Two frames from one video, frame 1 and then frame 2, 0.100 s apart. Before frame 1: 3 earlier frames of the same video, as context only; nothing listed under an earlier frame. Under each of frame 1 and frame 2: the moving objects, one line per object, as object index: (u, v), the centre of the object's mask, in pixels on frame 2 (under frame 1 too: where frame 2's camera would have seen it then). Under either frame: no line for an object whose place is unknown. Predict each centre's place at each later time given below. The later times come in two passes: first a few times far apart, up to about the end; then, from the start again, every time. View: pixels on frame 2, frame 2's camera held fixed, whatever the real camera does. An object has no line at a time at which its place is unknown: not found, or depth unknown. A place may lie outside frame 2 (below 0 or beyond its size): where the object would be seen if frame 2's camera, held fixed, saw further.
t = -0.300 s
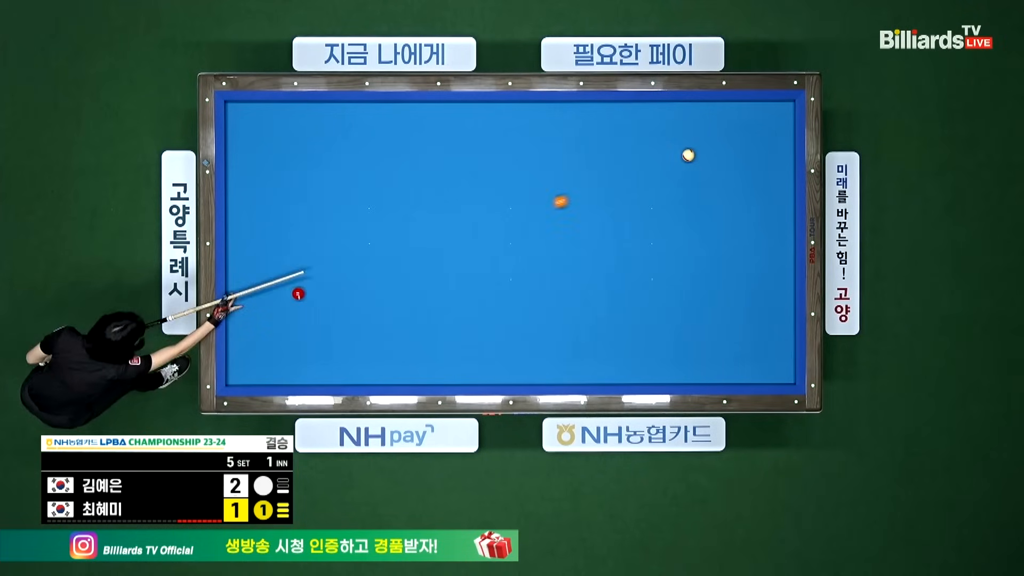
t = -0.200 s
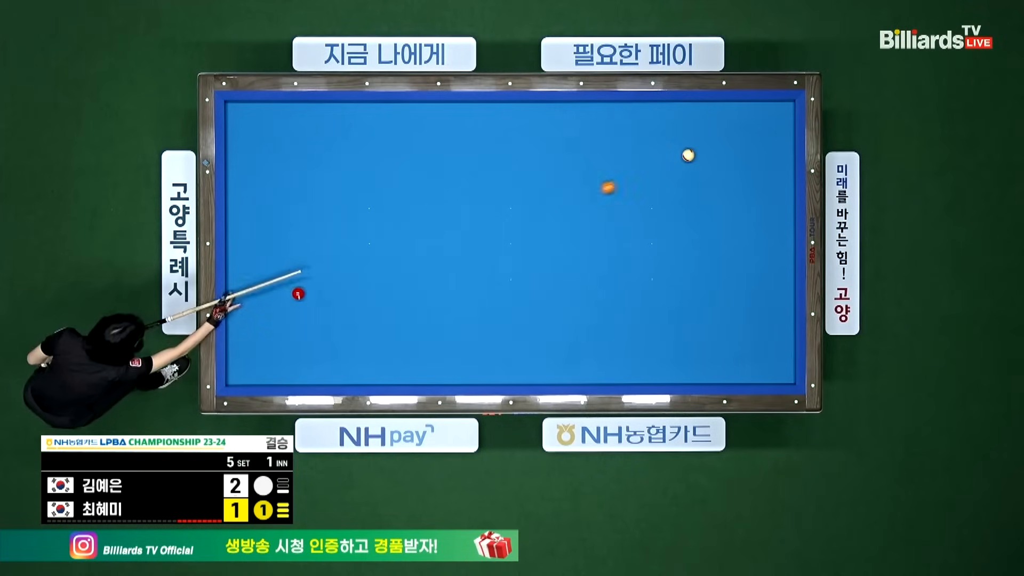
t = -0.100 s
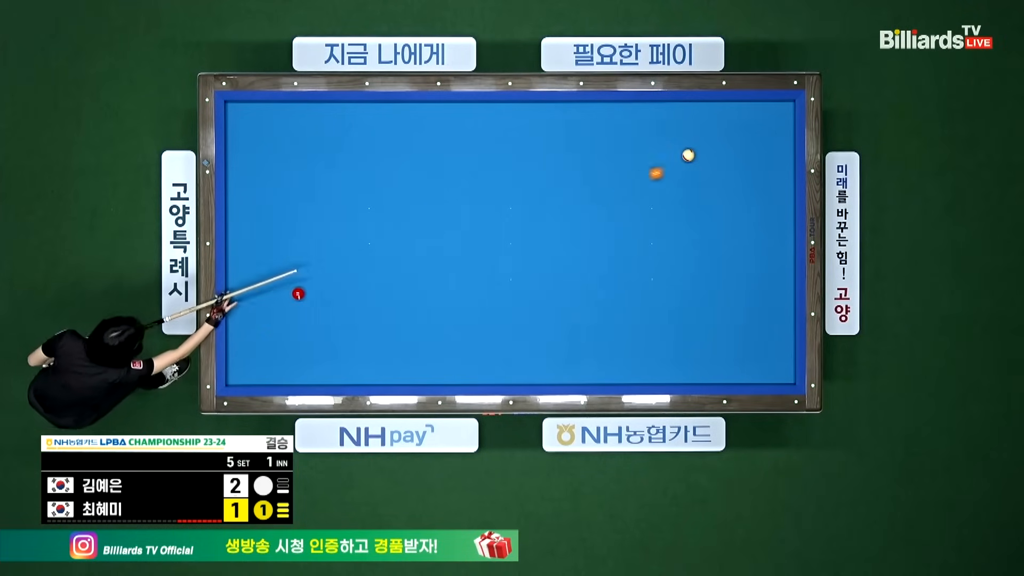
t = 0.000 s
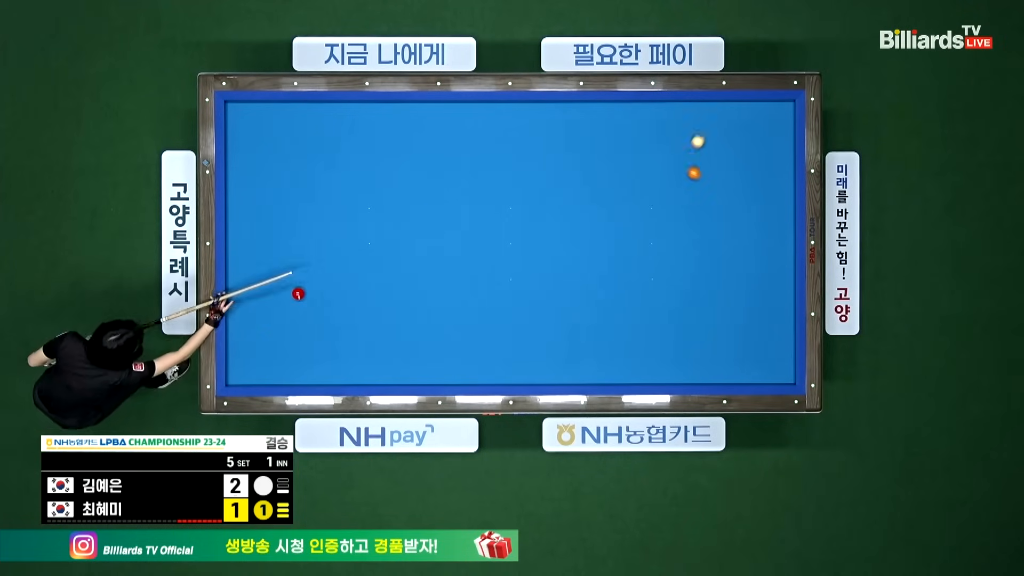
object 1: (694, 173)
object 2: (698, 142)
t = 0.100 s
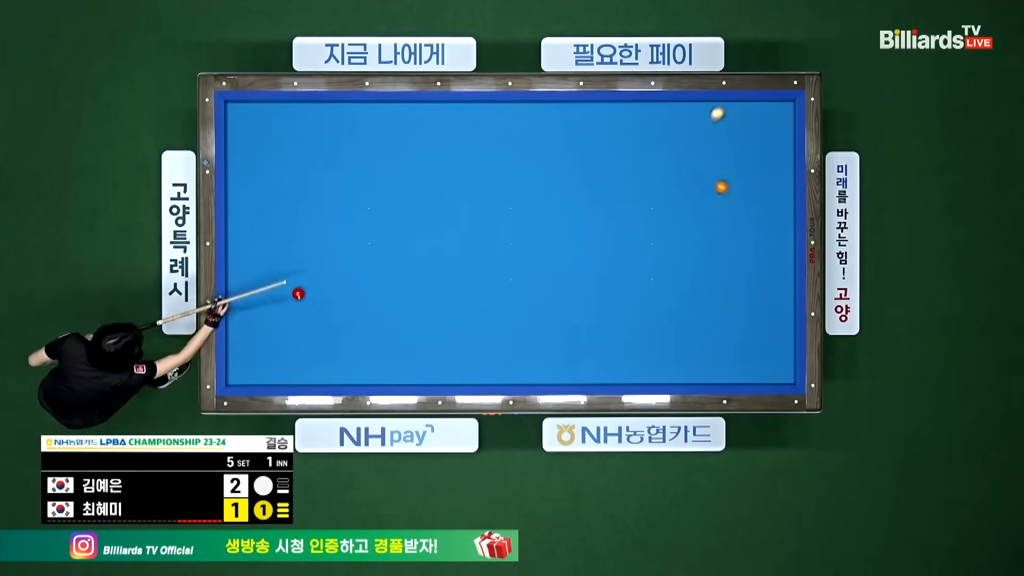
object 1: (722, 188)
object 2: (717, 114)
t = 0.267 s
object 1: (772, 205)
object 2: (738, 131)
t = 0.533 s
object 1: (739, 223)
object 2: (765, 171)
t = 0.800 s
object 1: (690, 240)
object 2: (788, 210)
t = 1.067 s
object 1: (644, 257)
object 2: (773, 246)
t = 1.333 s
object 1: (598, 274)
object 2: (759, 281)
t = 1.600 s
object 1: (553, 290)
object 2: (746, 316)
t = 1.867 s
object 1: (509, 306)
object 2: (733, 350)
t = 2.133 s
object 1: (465, 322)
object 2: (719, 376)
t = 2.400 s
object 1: (423, 337)
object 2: (701, 356)
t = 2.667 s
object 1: (380, 353)
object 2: (684, 338)
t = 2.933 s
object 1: (339, 368)
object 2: (668, 321)
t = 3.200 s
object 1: (299, 379)
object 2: (652, 304)
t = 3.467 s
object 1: (264, 371)
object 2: (636, 288)
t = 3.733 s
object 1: (233, 363)
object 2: (620, 272)
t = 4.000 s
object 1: (255, 352)
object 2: (605, 256)
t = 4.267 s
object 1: (274, 341)
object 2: (591, 241)
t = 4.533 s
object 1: (293, 331)
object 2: (577, 227)
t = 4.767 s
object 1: (309, 323)
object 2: (565, 214)
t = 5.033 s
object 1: (326, 313)
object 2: (552, 201)
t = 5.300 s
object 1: (343, 303)
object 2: (538, 188)
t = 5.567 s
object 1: (360, 294)
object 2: (526, 175)
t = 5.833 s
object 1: (375, 285)
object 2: (514, 163)
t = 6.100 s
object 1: (391, 277)
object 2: (502, 151)
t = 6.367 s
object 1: (406, 268)
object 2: (491, 140)
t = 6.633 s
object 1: (420, 260)
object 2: (480, 129)
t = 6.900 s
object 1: (434, 252)
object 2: (470, 118)
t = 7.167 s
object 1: (447, 245)
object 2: (460, 109)
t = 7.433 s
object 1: (460, 237)
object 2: (453, 111)
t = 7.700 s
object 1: (472, 231)
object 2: (446, 116)
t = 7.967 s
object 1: (484, 224)
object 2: (440, 121)
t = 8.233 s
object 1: (495, 218)
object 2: (435, 125)
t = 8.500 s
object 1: (505, 211)
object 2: (431, 129)
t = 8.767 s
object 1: (515, 206)
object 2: (426, 132)
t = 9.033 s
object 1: (525, 200)
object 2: (422, 135)
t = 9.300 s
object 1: (534, 195)
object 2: (419, 138)
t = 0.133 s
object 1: (731, 191)
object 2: (723, 106)
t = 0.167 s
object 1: (741, 195)
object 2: (727, 112)
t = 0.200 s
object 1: (751, 199)
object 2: (731, 119)
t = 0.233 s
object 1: (761, 202)
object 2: (735, 125)
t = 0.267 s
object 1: (772, 205)
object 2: (738, 131)
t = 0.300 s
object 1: (782, 208)
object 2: (742, 137)
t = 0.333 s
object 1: (788, 210)
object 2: (745, 142)
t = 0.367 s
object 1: (779, 212)
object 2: (749, 147)
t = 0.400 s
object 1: (770, 215)
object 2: (752, 152)
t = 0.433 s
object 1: (762, 217)
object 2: (755, 157)
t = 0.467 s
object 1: (754, 219)
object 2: (758, 161)
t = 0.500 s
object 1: (746, 221)
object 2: (762, 167)
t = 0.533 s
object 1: (739, 223)
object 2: (765, 171)
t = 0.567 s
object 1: (732, 225)
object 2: (768, 176)
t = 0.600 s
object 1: (725, 228)
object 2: (771, 181)
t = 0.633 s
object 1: (719, 229)
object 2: (774, 186)
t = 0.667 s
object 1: (713, 232)
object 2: (777, 191)
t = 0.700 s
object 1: (707, 234)
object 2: (781, 196)
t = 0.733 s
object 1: (702, 236)
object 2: (784, 200)
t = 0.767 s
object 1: (696, 238)
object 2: (787, 206)
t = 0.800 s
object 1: (690, 240)
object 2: (788, 210)
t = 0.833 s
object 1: (684, 242)
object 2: (786, 214)
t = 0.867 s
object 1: (678, 245)
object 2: (784, 219)
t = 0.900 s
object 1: (672, 246)
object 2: (782, 224)
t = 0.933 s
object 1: (667, 248)
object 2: (780, 228)
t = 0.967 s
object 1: (661, 251)
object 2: (778, 233)
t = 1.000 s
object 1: (655, 253)
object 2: (777, 237)
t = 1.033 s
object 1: (649, 255)
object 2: (775, 242)
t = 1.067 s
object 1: (644, 257)
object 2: (773, 246)
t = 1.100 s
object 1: (638, 259)
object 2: (771, 250)
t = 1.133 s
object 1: (632, 261)
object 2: (769, 255)
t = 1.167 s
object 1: (627, 264)
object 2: (768, 259)
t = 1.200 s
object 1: (621, 265)
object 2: (766, 264)
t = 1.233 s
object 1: (615, 268)
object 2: (764, 268)
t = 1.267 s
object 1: (609, 269)
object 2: (762, 273)
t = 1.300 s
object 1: (604, 272)
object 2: (761, 277)
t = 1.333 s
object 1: (598, 274)
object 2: (759, 281)
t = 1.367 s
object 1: (592, 276)
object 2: (758, 286)
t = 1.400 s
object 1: (587, 278)
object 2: (756, 290)
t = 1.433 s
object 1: (581, 280)
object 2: (754, 294)
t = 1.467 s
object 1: (575, 282)
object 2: (752, 299)
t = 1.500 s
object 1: (570, 284)
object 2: (751, 303)
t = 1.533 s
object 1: (564, 286)
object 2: (749, 307)
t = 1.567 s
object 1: (559, 288)
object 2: (747, 312)
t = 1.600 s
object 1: (553, 290)
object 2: (746, 316)
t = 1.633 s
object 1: (548, 292)
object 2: (744, 321)
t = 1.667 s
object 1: (542, 294)
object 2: (742, 325)
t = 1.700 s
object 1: (537, 296)
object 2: (741, 329)
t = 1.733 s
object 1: (531, 298)
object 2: (739, 333)
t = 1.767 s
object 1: (526, 300)
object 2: (738, 338)
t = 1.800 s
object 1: (520, 302)
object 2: (736, 342)
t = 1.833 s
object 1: (514, 304)
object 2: (734, 346)
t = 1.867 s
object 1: (509, 306)
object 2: (733, 350)
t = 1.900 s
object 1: (503, 308)
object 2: (731, 354)
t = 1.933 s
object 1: (498, 310)
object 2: (729, 359)
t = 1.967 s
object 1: (493, 312)
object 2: (728, 363)
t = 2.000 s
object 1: (487, 314)
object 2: (726, 367)
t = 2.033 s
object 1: (482, 316)
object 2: (724, 371)
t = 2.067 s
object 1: (476, 318)
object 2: (723, 375)
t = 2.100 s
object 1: (471, 320)
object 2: (721, 379)
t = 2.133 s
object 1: (465, 322)
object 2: (719, 376)
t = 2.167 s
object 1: (460, 324)
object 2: (717, 373)
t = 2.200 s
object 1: (455, 326)
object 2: (714, 370)
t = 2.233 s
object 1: (450, 328)
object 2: (712, 368)
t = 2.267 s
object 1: (444, 330)
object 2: (710, 365)
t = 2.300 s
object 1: (439, 332)
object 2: (708, 363)
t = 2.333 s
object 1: (433, 334)
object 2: (706, 361)
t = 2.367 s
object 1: (428, 336)
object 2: (704, 358)
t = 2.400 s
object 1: (423, 337)
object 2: (701, 356)
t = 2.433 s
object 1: (417, 339)
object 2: (699, 354)
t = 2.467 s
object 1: (412, 341)
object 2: (697, 352)
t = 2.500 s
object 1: (407, 343)
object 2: (695, 349)
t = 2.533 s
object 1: (401, 345)
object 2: (693, 347)
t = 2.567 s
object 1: (396, 347)
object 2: (691, 345)
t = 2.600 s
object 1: (391, 349)
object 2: (689, 343)
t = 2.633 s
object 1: (386, 351)
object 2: (687, 340)
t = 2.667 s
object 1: (380, 353)
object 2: (684, 338)
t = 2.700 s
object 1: (375, 355)
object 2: (682, 336)
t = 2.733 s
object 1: (370, 357)
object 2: (680, 334)
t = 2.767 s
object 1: (365, 359)
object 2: (678, 332)
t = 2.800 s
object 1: (359, 361)
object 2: (676, 330)
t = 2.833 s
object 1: (354, 362)
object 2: (674, 328)
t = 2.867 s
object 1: (349, 364)
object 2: (672, 325)
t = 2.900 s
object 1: (344, 366)
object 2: (670, 323)
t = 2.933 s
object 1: (339, 368)
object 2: (668, 321)
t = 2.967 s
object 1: (334, 370)
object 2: (666, 319)
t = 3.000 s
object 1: (329, 372)
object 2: (664, 317)
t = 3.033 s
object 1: (324, 374)
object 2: (662, 315)
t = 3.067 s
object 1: (319, 375)
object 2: (660, 312)
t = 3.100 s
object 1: (314, 378)
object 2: (657, 310)
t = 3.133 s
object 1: (308, 379)
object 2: (656, 308)
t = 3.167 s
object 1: (303, 380)
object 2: (654, 306)
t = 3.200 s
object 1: (299, 379)
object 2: (652, 304)
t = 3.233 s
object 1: (295, 378)
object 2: (650, 302)
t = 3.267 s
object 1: (290, 377)
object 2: (647, 300)
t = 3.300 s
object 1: (286, 376)
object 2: (646, 298)
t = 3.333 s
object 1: (281, 375)
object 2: (644, 296)
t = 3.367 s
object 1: (277, 373)
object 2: (642, 294)
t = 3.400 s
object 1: (273, 372)
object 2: (640, 292)
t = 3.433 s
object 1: (268, 372)
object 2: (638, 290)
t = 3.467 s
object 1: (264, 371)
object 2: (636, 288)
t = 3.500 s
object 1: (259, 370)
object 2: (634, 286)
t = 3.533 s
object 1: (255, 369)
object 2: (632, 283)
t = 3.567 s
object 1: (251, 368)
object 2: (630, 282)
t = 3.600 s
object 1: (247, 367)
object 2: (628, 280)
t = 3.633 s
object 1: (242, 366)
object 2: (626, 278)
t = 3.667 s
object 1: (238, 365)
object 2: (624, 276)
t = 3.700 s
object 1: (233, 364)
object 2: (622, 273)
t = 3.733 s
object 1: (233, 363)
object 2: (620, 272)
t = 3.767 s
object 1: (237, 361)
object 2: (619, 270)
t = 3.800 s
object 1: (240, 360)
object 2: (617, 268)
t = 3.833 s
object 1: (242, 359)
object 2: (615, 266)
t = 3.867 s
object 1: (245, 358)
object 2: (613, 264)
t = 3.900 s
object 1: (248, 356)
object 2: (611, 262)
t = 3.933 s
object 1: (250, 355)
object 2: (609, 260)
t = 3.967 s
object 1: (253, 353)
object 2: (607, 258)
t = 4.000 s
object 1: (255, 352)
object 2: (605, 256)
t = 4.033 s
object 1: (257, 351)
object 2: (604, 254)
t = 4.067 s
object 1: (260, 349)
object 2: (602, 252)
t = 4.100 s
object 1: (262, 348)
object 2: (600, 251)
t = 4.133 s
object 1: (265, 347)
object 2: (598, 249)
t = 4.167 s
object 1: (267, 345)
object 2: (596, 247)
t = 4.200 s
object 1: (269, 344)
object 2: (594, 245)
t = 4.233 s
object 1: (272, 343)
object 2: (593, 243)
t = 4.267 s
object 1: (274, 341)
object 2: (591, 241)
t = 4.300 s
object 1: (276, 340)
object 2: (589, 240)
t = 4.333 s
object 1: (279, 339)
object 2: (587, 238)
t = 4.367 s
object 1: (281, 338)
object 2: (585, 236)
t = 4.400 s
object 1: (283, 336)
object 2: (584, 234)
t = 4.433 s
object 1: (286, 335)
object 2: (582, 232)
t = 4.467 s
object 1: (288, 334)
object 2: (580, 231)
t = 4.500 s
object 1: (290, 332)
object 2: (579, 229)
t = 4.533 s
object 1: (293, 331)
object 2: (577, 227)
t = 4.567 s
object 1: (295, 330)
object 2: (575, 225)
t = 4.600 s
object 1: (297, 329)
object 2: (573, 224)
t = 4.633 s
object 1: (300, 327)
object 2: (572, 222)
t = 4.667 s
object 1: (302, 326)
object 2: (570, 220)
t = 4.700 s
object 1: (304, 325)
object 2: (568, 218)
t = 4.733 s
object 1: (306, 324)
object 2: (566, 216)
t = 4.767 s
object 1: (309, 323)
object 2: (565, 214)
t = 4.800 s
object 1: (311, 321)
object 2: (563, 213)
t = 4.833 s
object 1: (313, 320)
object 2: (562, 211)
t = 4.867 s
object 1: (315, 319)
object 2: (560, 209)
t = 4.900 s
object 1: (317, 317)
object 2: (558, 208)
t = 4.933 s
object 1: (319, 316)
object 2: (556, 206)
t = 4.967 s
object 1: (322, 315)
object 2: (555, 204)
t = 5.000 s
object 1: (324, 314)
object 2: (553, 203)
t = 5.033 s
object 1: (326, 313)
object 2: (552, 201)
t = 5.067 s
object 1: (328, 312)
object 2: (550, 199)
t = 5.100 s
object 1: (330, 310)
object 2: (548, 198)
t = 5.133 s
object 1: (332, 309)
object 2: (546, 196)
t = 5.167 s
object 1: (334, 308)
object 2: (545, 195)
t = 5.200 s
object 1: (336, 307)
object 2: (543, 193)
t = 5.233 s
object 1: (339, 306)
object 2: (541, 191)
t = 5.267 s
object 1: (341, 305)
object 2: (540, 190)
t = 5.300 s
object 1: (343, 303)
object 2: (538, 188)
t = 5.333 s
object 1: (345, 302)
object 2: (537, 186)
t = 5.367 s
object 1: (347, 301)
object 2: (535, 185)
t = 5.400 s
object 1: (349, 300)
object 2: (534, 183)
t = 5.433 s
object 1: (351, 299)
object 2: (532, 181)
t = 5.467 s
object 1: (353, 298)
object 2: (531, 180)
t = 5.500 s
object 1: (355, 296)
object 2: (529, 179)
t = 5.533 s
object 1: (357, 295)
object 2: (527, 177)
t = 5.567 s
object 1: (360, 294)
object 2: (526, 175)
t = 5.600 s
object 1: (362, 293)
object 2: (524, 174)
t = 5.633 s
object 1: (364, 292)
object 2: (523, 173)
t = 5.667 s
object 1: (365, 291)
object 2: (521, 171)
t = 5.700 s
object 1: (367, 290)
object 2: (520, 169)
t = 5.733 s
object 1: (370, 288)
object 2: (518, 168)
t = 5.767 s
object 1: (371, 287)
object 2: (517, 166)
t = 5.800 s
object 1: (373, 286)
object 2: (515, 165)
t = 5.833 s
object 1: (375, 285)
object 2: (514, 163)
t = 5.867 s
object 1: (377, 284)
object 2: (512, 161)
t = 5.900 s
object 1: (379, 283)
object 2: (511, 160)
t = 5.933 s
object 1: (381, 282)
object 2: (509, 158)
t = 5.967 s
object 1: (383, 281)
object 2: (508, 157)
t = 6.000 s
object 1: (385, 280)
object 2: (506, 156)
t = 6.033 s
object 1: (387, 279)
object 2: (505, 154)
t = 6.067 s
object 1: (389, 278)
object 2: (504, 153)
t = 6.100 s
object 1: (391, 277)
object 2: (502, 151)
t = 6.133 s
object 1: (393, 276)
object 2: (501, 150)
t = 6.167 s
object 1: (395, 275)
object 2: (499, 148)
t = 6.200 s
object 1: (397, 273)
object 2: (498, 147)
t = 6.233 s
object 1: (398, 273)
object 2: (496, 146)
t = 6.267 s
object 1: (400, 271)
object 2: (495, 144)
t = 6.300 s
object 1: (402, 270)
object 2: (494, 143)
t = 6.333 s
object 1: (404, 269)
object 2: (492, 141)
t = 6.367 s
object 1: (406, 268)
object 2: (491, 140)
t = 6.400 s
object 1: (408, 267)
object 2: (489, 139)
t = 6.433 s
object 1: (409, 266)
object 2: (488, 137)
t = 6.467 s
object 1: (411, 265)
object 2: (487, 136)
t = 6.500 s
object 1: (413, 264)
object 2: (486, 134)
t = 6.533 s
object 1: (415, 263)
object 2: (484, 133)
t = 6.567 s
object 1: (417, 262)
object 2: (483, 132)
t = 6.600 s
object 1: (418, 261)
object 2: (482, 130)
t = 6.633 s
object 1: (420, 260)
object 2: (480, 129)
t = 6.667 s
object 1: (422, 259)
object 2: (479, 128)
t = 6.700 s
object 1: (424, 258)
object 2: (478, 126)
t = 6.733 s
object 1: (425, 257)
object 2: (476, 125)
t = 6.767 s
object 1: (427, 256)
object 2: (475, 124)
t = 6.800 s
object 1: (429, 255)
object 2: (474, 122)
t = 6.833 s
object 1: (430, 254)
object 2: (472, 121)
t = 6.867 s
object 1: (432, 253)
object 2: (471, 120)
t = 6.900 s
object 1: (434, 252)
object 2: (470, 118)
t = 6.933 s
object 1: (436, 251)
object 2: (469, 117)
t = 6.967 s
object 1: (437, 251)
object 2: (468, 116)
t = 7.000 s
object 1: (439, 250)
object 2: (466, 115)
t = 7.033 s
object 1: (441, 248)
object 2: (465, 114)
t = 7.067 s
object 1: (442, 248)
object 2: (464, 112)
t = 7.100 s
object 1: (444, 247)
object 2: (463, 111)
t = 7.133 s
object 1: (446, 246)
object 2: (462, 110)
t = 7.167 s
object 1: (447, 245)
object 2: (460, 109)
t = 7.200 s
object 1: (449, 244)
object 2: (459, 108)
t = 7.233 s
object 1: (450, 243)
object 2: (458, 108)
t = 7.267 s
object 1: (452, 242)
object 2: (457, 108)
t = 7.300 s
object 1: (454, 241)
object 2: (456, 109)
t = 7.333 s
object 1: (455, 240)
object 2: (455, 109)
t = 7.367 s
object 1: (457, 239)
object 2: (455, 110)
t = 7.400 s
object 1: (458, 238)
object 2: (454, 111)
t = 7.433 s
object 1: (460, 237)
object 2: (453, 111)
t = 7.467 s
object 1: (462, 237)
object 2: (452, 112)
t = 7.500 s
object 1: (463, 236)
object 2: (451, 113)
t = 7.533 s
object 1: (465, 235)
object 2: (450, 113)
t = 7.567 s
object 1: (466, 234)
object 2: (450, 114)
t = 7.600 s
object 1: (468, 233)
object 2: (449, 114)
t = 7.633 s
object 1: (469, 232)
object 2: (448, 115)
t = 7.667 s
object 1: (471, 232)
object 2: (447, 116)
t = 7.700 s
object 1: (472, 231)
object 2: (446, 116)
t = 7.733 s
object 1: (474, 230)
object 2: (446, 117)
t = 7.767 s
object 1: (475, 229)
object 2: (445, 118)
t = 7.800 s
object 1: (477, 228)
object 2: (444, 118)
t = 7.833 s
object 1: (478, 227)
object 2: (443, 119)
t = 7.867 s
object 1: (479, 227)
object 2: (443, 119)
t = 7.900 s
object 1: (481, 226)
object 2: (442, 120)
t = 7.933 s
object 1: (482, 225)
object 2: (441, 120)
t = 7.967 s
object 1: (484, 224)
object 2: (440, 121)
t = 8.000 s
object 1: (485, 223)
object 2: (440, 121)
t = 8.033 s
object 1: (487, 222)
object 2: (439, 122)
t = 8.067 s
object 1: (488, 222)
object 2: (438, 122)
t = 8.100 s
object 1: (490, 221)
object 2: (438, 123)
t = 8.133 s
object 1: (491, 220)
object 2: (437, 123)
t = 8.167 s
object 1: (492, 219)
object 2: (437, 124)
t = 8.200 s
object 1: (493, 219)
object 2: (436, 125)
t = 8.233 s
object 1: (495, 218)
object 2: (435, 125)
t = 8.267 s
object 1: (496, 217)
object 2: (435, 126)
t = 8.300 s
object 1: (497, 216)
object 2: (434, 126)
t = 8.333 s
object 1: (499, 215)
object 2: (434, 127)
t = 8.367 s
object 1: (500, 215)
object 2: (433, 127)
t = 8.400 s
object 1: (502, 214)
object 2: (432, 127)
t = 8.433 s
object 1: (503, 213)
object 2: (432, 128)
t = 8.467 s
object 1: (504, 212)
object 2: (431, 128)
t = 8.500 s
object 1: (505, 211)
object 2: (431, 129)
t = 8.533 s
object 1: (507, 211)
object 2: (430, 129)
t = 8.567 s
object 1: (508, 210)
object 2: (429, 130)
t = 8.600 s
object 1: (509, 209)
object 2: (429, 130)
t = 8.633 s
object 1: (511, 209)
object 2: (428, 131)
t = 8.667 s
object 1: (512, 208)
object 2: (428, 131)
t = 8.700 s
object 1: (513, 207)
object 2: (427, 132)
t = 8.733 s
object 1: (514, 206)
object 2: (427, 132)
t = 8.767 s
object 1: (515, 206)
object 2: (426, 132)
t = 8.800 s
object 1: (517, 205)
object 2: (426, 133)
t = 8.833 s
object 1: (518, 205)
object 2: (425, 133)
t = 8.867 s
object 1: (519, 204)
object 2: (425, 134)
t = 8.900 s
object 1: (520, 203)
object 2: (424, 134)
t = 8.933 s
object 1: (521, 202)
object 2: (424, 134)
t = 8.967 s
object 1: (523, 202)
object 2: (423, 135)
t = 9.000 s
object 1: (524, 201)
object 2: (422, 135)
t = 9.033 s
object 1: (525, 200)
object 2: (422, 135)
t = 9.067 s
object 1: (526, 200)
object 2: (422, 136)
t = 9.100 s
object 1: (527, 199)
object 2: (421, 136)
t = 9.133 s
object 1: (528, 198)
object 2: (421, 136)
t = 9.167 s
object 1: (529, 198)
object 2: (421, 137)
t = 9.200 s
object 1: (531, 197)
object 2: (420, 137)
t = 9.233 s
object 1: (532, 196)
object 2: (420, 137)
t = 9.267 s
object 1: (533, 196)
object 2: (419, 138)
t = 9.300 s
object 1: (534, 195)
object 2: (419, 138)
